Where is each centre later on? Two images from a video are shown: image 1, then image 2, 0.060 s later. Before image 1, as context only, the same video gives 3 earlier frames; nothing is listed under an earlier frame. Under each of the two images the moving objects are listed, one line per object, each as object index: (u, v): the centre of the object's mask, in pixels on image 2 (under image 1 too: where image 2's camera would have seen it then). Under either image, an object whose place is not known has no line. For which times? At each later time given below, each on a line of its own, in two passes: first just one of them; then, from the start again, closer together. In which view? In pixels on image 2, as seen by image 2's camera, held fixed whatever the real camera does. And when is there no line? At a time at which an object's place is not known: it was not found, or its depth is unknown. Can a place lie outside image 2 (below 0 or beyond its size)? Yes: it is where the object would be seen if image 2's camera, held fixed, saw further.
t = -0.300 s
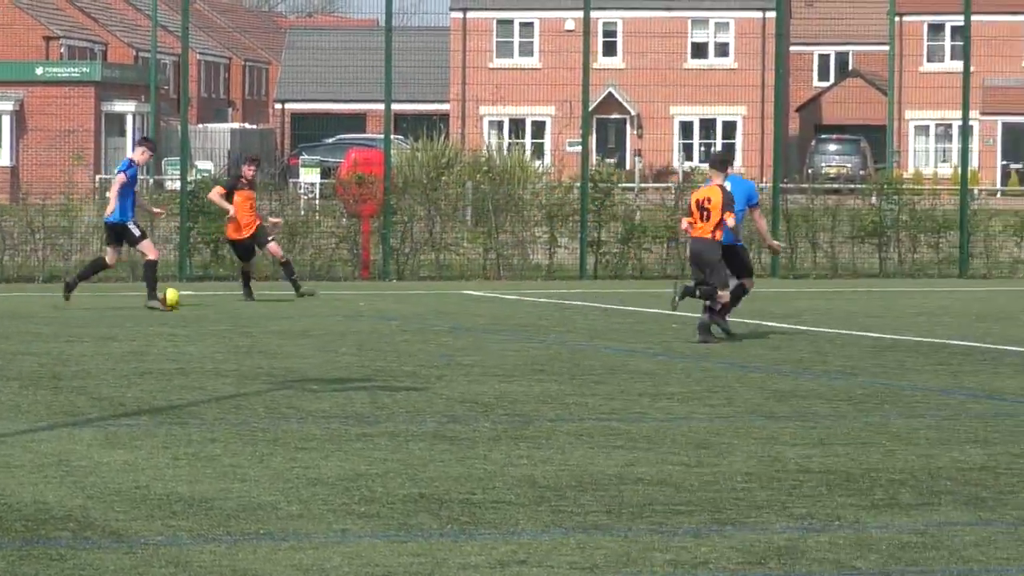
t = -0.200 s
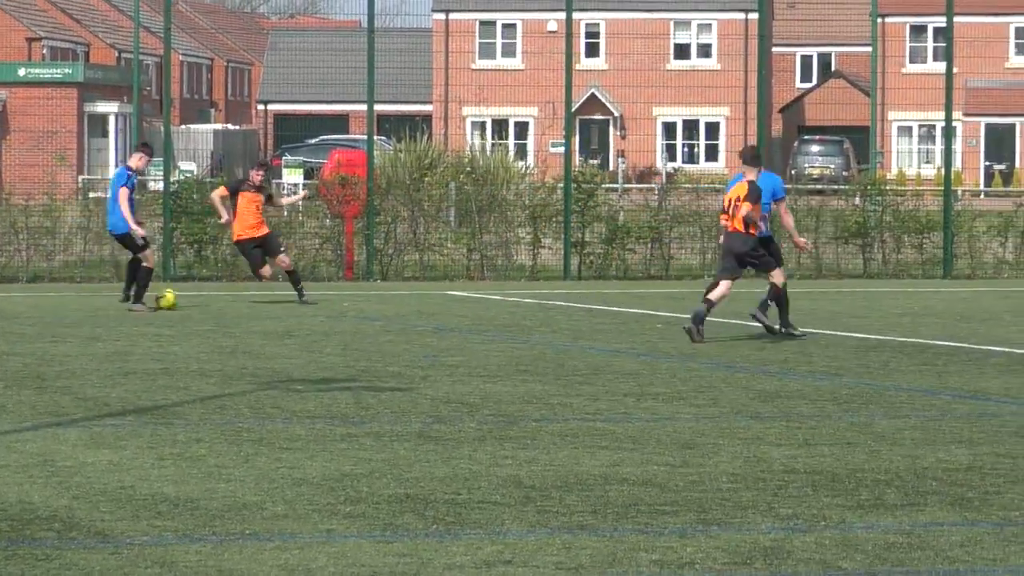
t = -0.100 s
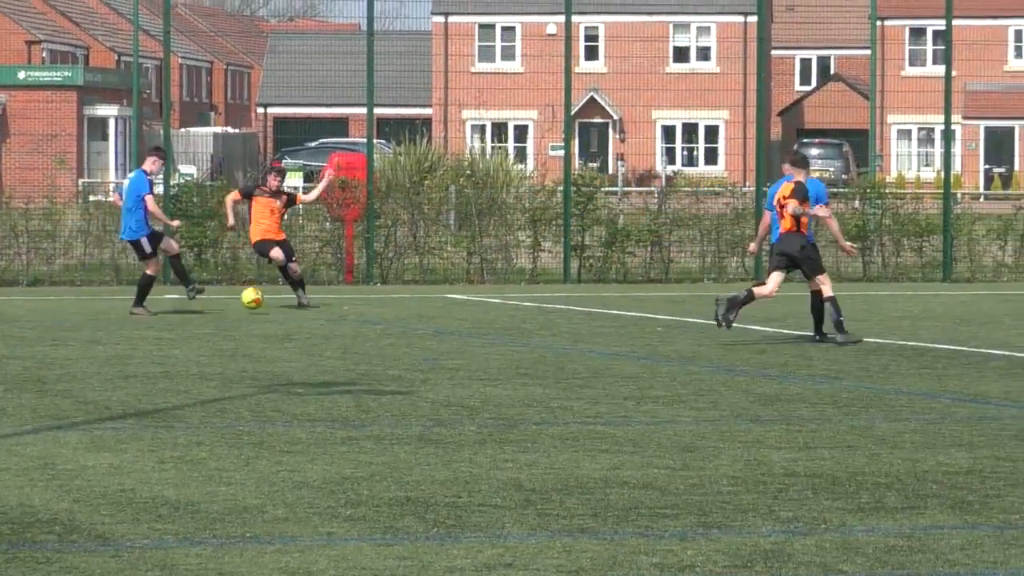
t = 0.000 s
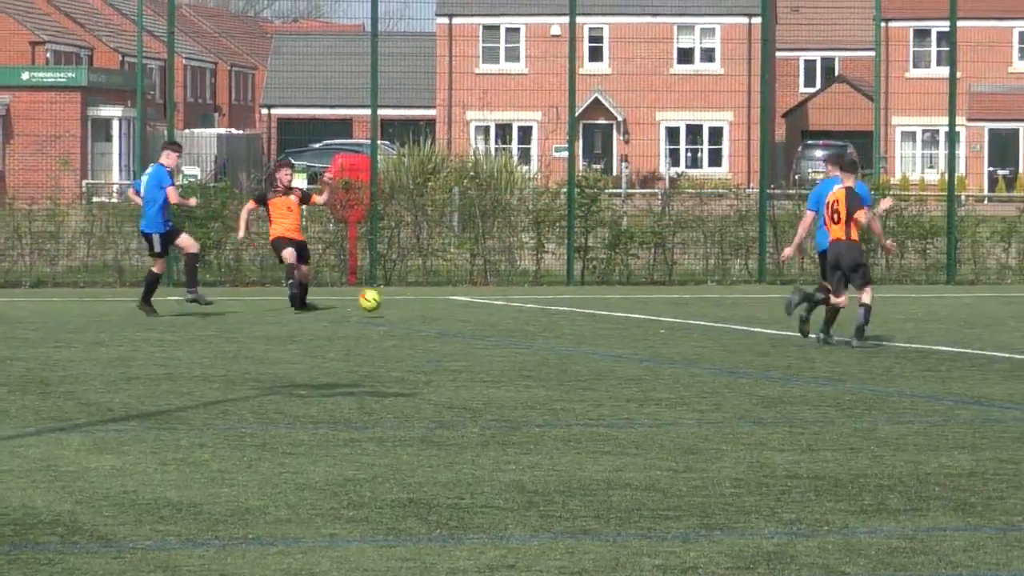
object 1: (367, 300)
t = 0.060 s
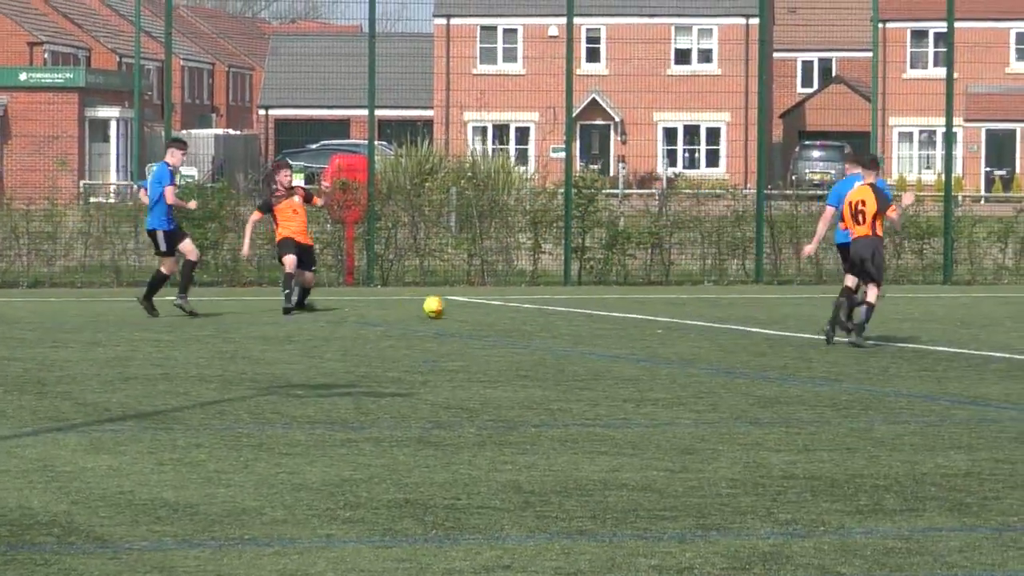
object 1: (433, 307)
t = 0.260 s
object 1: (619, 306)
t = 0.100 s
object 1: (473, 306)
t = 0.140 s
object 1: (510, 303)
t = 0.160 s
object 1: (529, 302)
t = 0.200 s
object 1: (566, 302)
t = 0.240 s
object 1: (601, 304)
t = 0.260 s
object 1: (619, 306)
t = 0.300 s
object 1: (654, 308)
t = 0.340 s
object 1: (684, 303)
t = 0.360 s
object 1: (699, 301)
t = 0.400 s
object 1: (729, 300)
